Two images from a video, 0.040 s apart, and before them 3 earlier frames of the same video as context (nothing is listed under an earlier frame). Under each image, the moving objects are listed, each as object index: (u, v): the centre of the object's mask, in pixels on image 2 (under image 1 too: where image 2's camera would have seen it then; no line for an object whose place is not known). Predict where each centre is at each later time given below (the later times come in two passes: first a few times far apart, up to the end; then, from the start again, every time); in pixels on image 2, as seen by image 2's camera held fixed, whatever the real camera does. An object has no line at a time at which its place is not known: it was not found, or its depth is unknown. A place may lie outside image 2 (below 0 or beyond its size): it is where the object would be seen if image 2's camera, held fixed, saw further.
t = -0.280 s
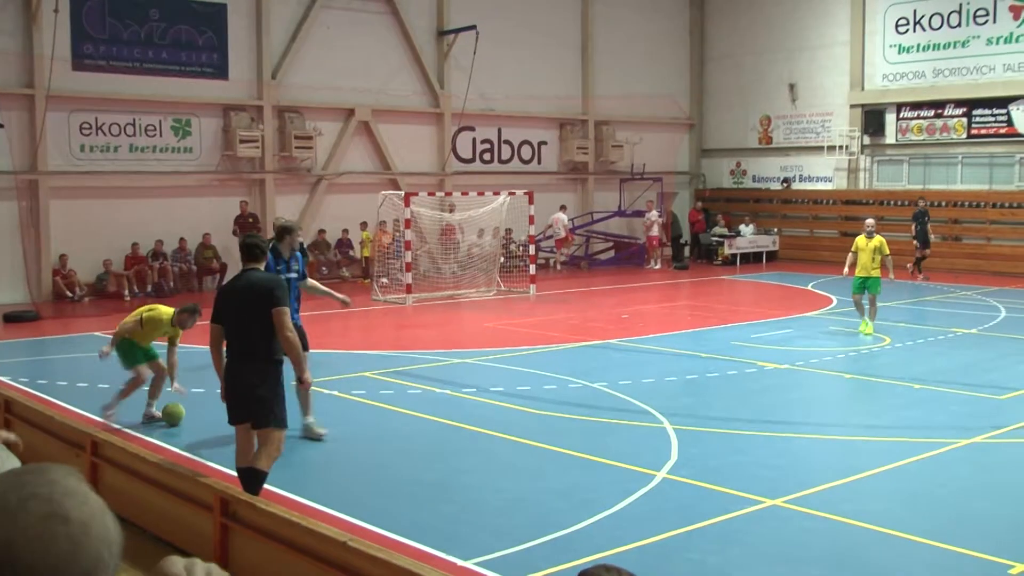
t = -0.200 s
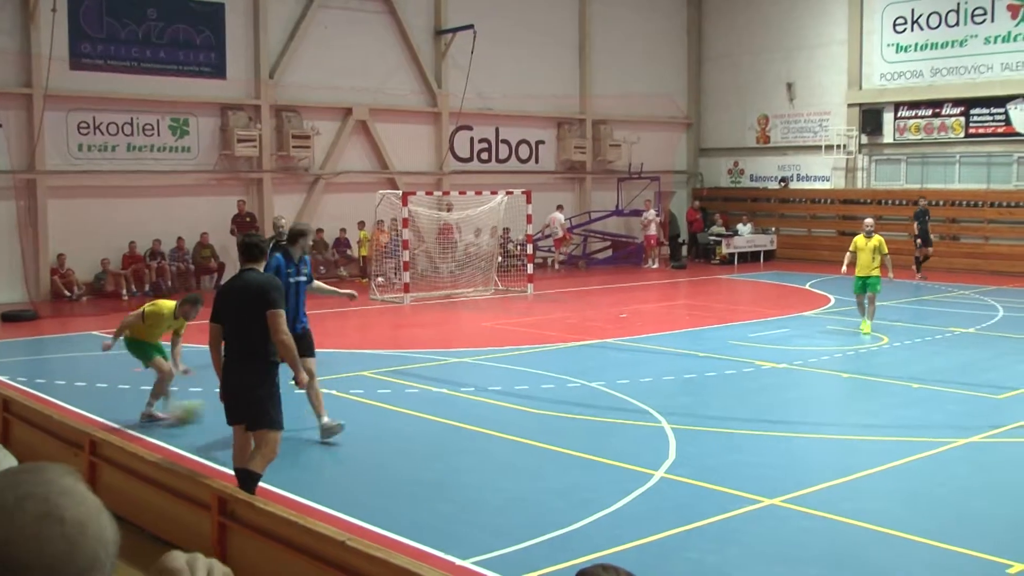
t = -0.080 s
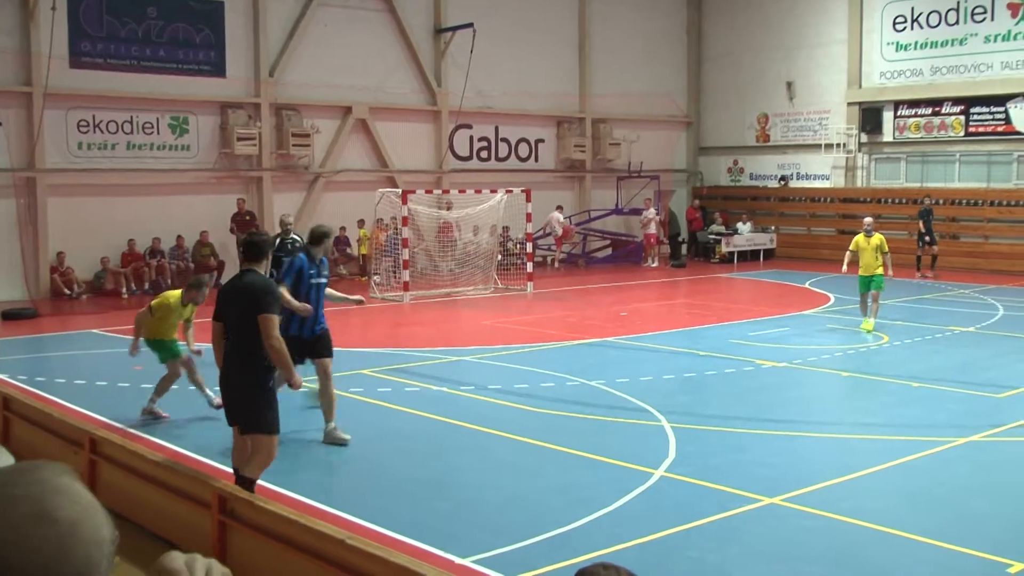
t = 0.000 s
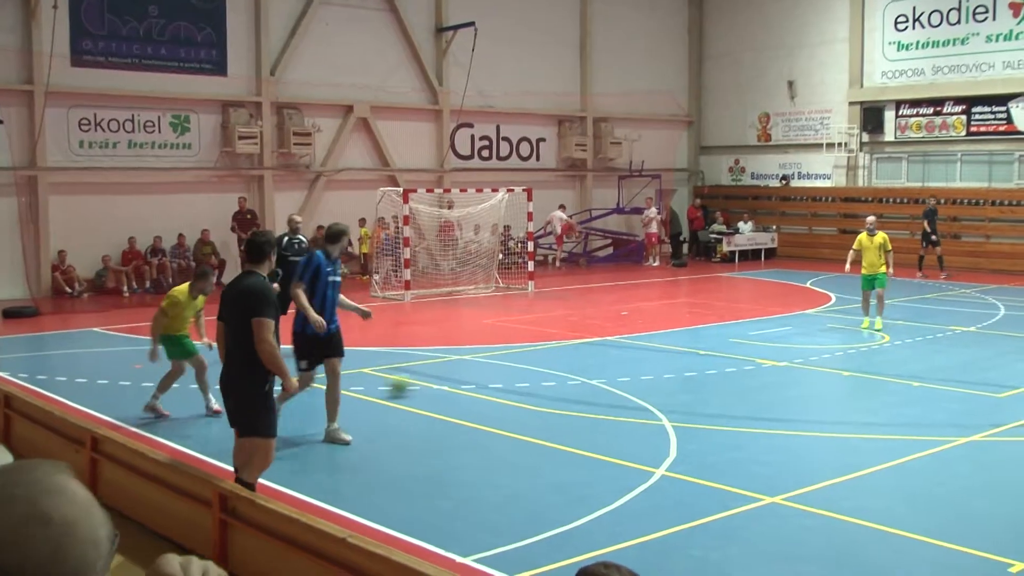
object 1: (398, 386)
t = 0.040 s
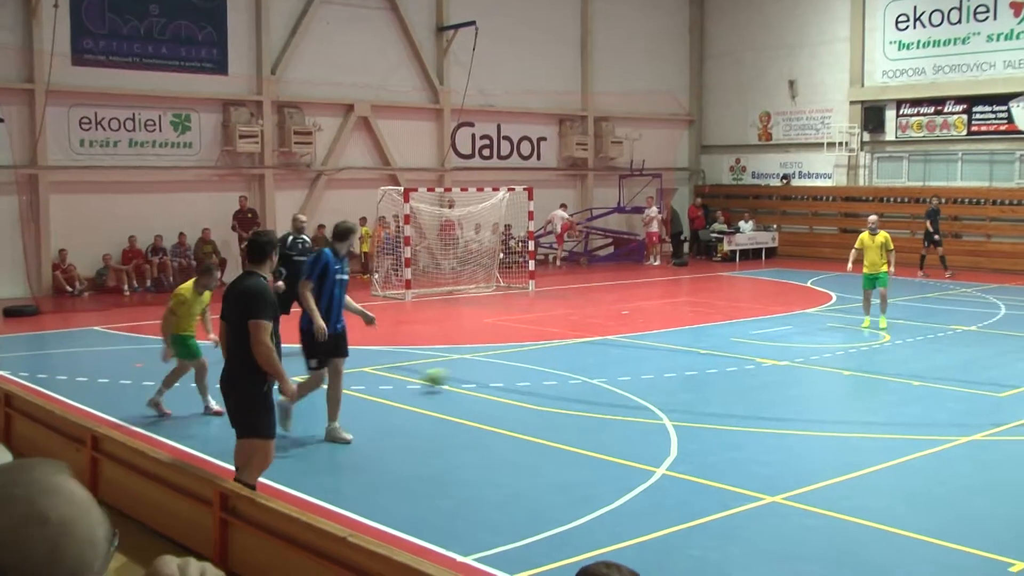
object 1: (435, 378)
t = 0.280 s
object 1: (604, 361)
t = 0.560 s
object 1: (733, 349)
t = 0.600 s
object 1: (746, 346)
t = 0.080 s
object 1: (468, 376)
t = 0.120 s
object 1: (500, 375)
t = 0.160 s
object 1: (531, 373)
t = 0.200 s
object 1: (556, 366)
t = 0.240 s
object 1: (580, 363)
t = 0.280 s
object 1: (604, 361)
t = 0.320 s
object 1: (626, 361)
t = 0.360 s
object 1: (648, 361)
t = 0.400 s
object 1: (667, 357)
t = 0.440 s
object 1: (685, 353)
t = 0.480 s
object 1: (701, 352)
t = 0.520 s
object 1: (718, 351)
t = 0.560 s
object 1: (733, 349)
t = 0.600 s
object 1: (746, 346)
